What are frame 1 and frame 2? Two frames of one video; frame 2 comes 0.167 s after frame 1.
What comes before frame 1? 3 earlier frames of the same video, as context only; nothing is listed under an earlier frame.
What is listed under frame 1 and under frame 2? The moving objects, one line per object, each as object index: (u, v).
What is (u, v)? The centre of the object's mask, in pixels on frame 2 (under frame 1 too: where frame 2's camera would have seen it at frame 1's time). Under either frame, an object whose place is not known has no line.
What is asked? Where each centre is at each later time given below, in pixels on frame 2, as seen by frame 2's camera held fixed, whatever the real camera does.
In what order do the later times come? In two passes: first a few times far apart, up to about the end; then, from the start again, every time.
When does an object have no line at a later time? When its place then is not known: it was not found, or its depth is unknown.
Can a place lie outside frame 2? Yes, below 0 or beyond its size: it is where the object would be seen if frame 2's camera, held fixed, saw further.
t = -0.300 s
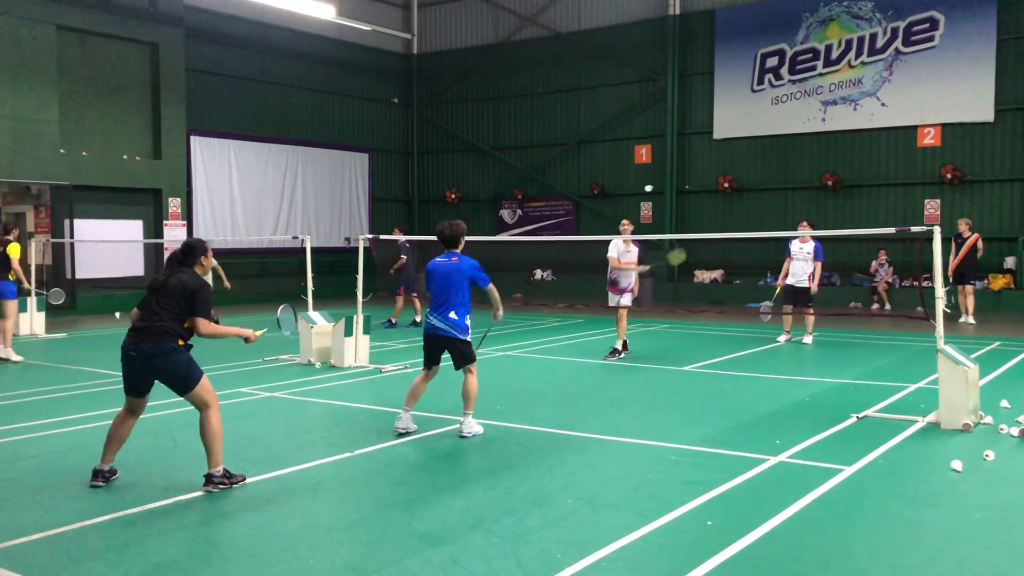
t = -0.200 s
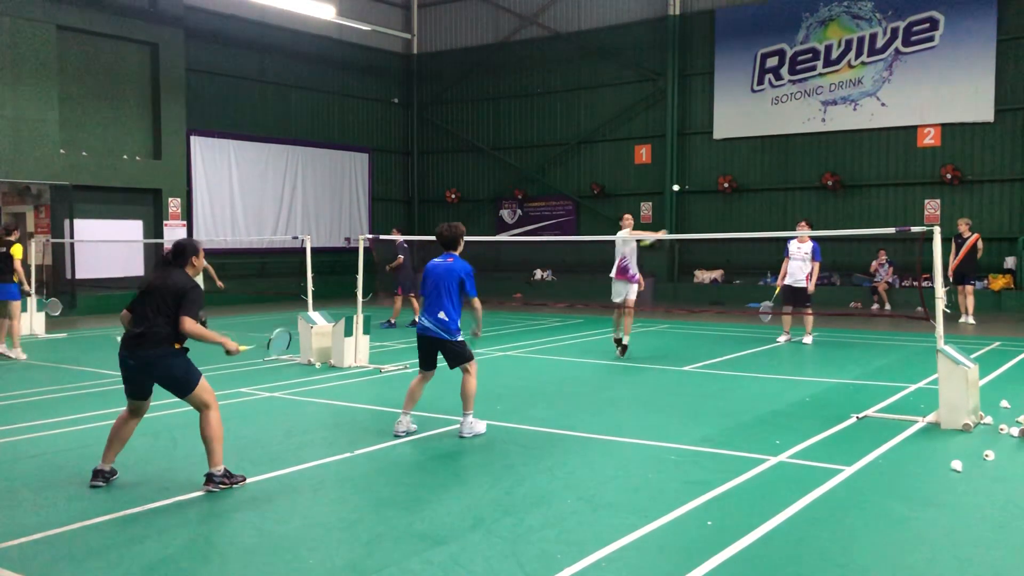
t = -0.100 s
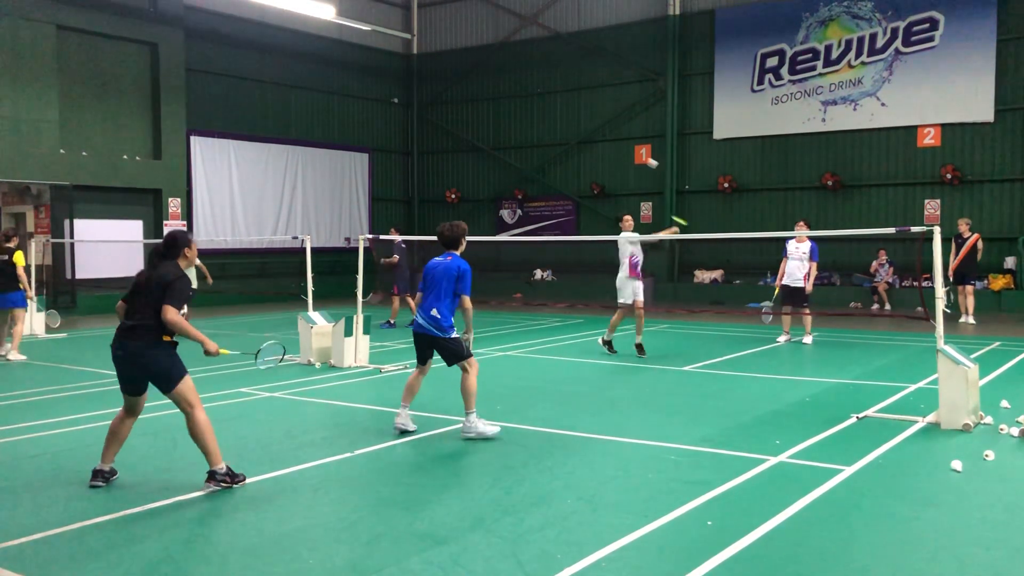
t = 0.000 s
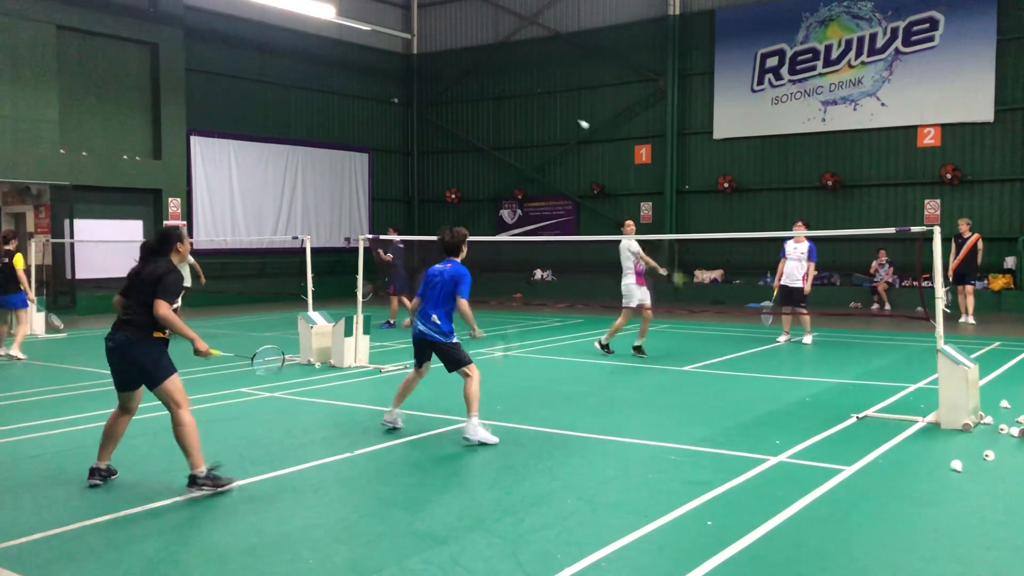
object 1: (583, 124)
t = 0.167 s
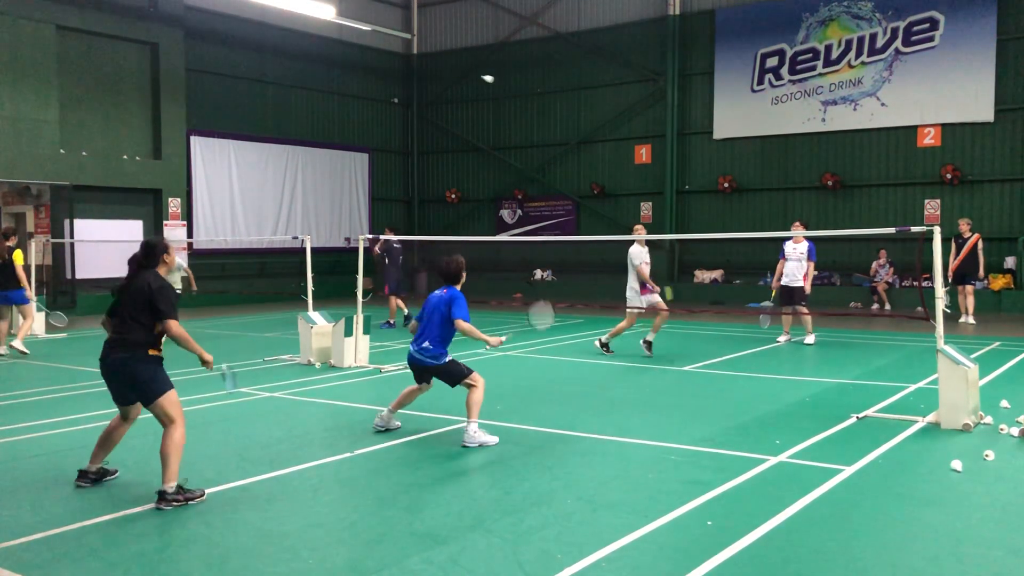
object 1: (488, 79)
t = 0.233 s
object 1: (452, 70)
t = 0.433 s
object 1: (353, 70)
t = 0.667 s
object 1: (248, 122)
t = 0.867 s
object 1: (170, 211)
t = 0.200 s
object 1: (470, 74)
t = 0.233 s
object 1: (452, 70)
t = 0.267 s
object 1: (435, 67)
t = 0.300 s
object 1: (418, 65)
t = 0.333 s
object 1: (401, 64)
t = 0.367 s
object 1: (385, 65)
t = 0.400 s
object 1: (369, 67)
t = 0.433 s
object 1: (353, 70)
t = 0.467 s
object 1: (337, 73)
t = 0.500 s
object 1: (322, 79)
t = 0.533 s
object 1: (307, 85)
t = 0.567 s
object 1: (292, 92)
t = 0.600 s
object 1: (277, 101)
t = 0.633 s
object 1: (262, 111)
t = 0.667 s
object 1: (248, 122)
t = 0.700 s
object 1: (235, 134)
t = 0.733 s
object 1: (222, 146)
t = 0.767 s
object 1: (209, 160)
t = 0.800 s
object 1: (196, 176)
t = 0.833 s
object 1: (184, 192)
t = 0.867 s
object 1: (170, 211)
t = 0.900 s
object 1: (159, 227)
